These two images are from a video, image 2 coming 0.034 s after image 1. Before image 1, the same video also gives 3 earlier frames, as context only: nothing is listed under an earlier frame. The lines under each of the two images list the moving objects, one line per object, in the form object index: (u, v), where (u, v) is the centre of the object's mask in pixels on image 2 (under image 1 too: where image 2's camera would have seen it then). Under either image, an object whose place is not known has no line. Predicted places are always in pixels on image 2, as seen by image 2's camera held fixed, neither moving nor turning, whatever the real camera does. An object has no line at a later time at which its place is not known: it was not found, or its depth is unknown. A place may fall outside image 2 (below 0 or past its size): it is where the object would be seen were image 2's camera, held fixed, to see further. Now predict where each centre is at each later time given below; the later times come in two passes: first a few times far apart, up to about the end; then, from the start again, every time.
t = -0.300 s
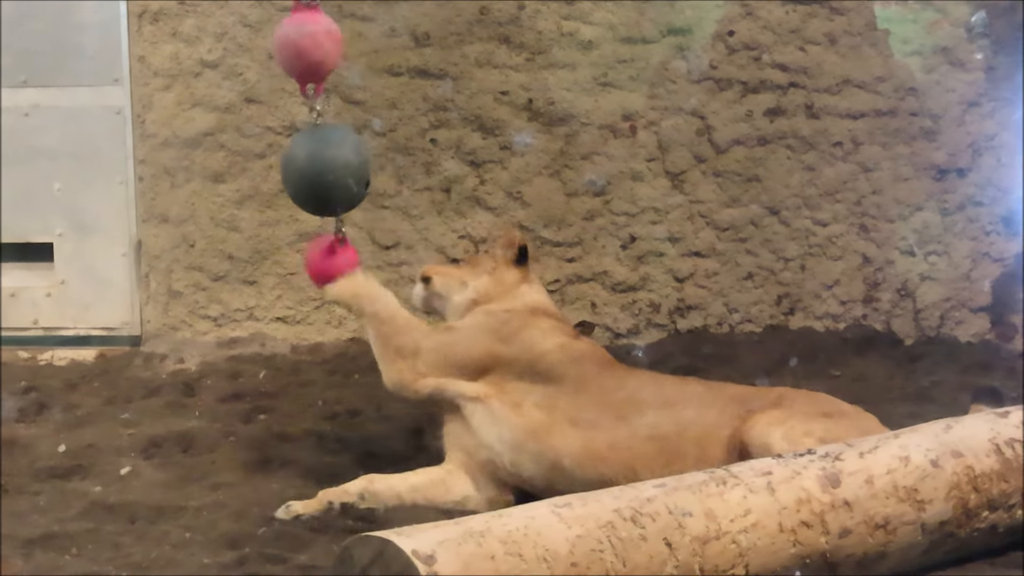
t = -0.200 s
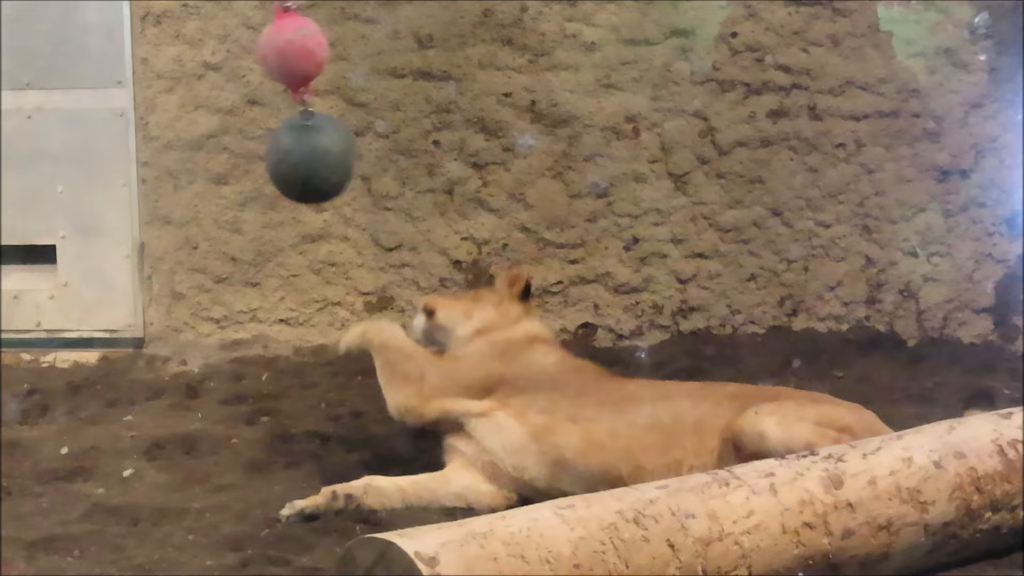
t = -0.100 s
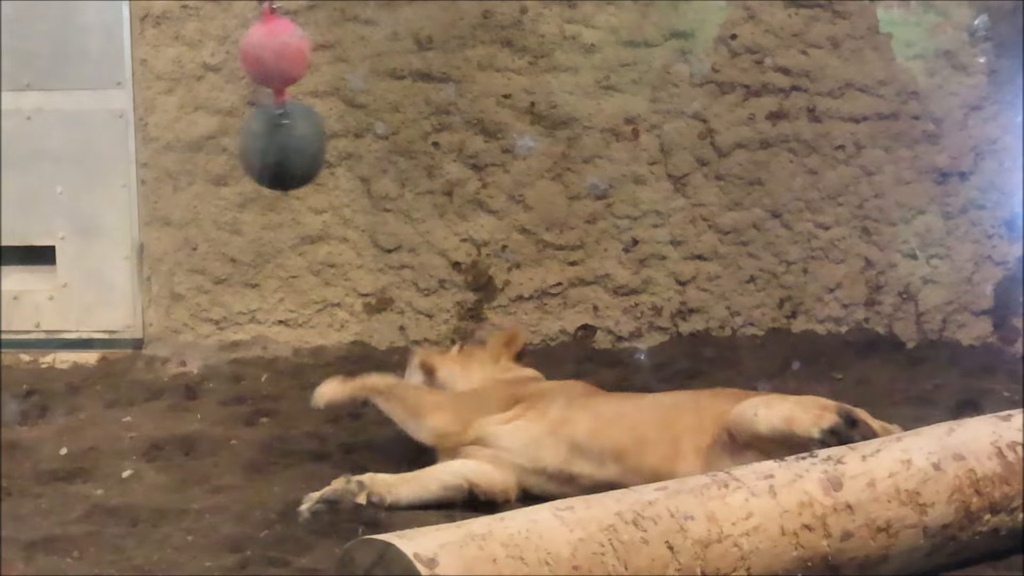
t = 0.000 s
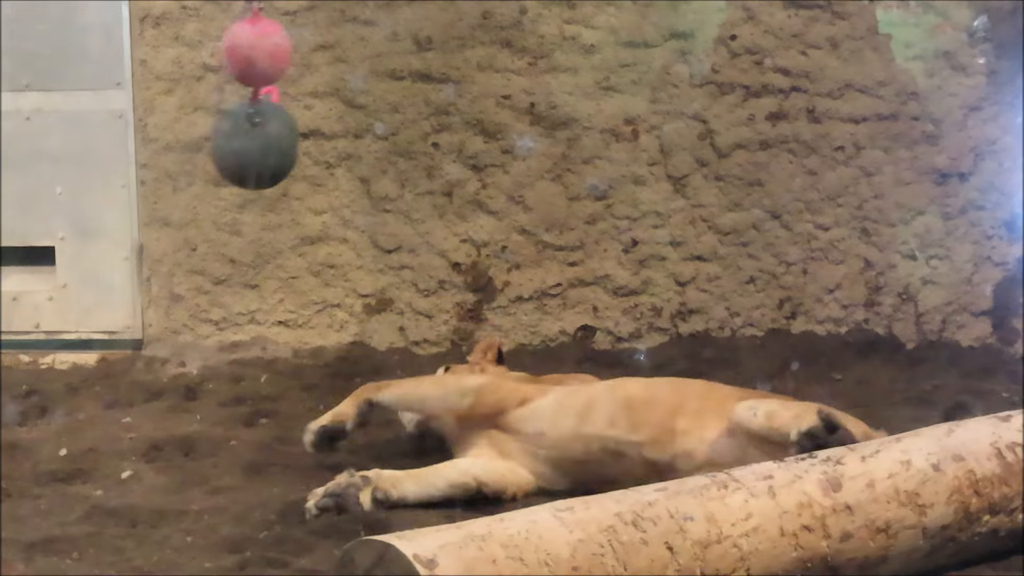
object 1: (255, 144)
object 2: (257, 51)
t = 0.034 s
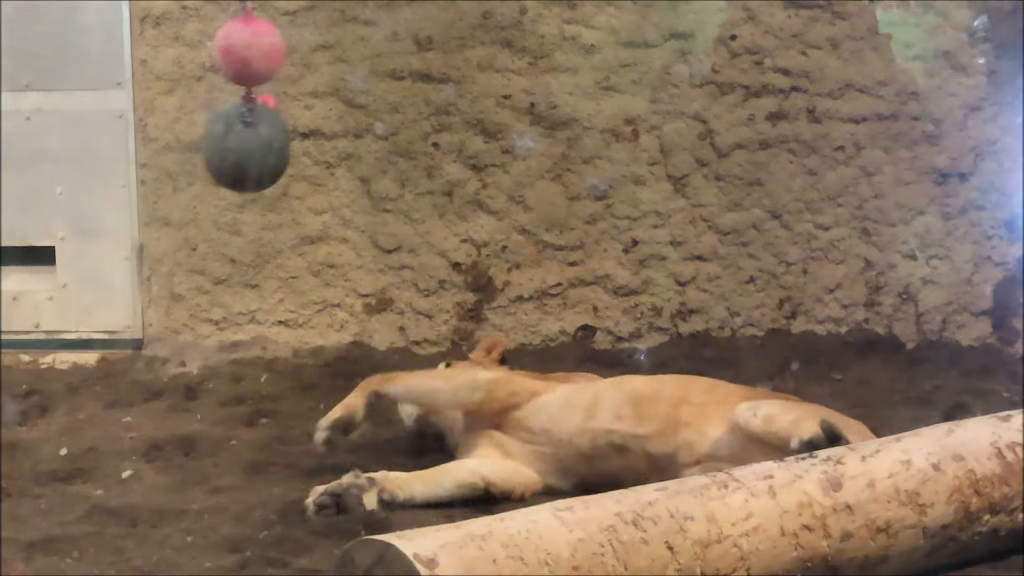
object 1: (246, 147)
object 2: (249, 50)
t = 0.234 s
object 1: (204, 170)
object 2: (197, 48)
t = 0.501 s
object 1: (145, 174)
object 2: (150, 51)
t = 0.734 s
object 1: (110, 202)
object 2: (123, 64)
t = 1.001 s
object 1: (111, 199)
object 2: (119, 61)
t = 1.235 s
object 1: (136, 207)
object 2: (142, 54)
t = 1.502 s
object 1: (207, 187)
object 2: (206, 54)
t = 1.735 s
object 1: (275, 199)
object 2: (260, 55)
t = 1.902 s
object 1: (315, 204)
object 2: (303, 53)
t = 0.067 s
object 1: (238, 150)
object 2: (241, 49)
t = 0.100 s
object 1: (231, 155)
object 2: (232, 48)
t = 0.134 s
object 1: (224, 159)
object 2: (223, 47)
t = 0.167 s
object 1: (217, 162)
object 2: (215, 47)
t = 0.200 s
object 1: (210, 166)
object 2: (206, 47)
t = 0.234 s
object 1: (204, 170)
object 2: (197, 48)
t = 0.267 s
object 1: (197, 172)
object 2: (188, 49)
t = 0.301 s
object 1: (191, 173)
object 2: (180, 49)
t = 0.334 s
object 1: (184, 174)
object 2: (174, 48)
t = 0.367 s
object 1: (177, 175)
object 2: (169, 48)
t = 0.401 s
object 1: (169, 175)
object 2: (165, 48)
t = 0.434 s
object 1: (161, 174)
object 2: (160, 48)
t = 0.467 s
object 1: (153, 173)
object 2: (155, 49)
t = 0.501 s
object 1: (145, 174)
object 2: (150, 51)
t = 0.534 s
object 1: (138, 176)
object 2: (144, 53)
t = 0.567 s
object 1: (132, 179)
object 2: (139, 54)
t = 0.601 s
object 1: (126, 183)
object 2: (135, 55)
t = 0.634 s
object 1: (120, 188)
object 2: (131, 57)
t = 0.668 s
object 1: (116, 193)
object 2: (128, 59)
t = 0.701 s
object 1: (112, 198)
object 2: (125, 61)
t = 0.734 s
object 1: (110, 202)
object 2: (123, 64)
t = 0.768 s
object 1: (109, 204)
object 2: (121, 65)
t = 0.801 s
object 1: (108, 207)
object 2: (120, 67)
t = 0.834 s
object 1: (108, 206)
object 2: (120, 67)
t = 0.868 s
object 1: (107, 205)
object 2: (120, 66)
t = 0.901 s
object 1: (107, 203)
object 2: (120, 65)
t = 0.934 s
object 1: (108, 201)
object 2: (120, 63)
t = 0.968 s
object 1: (109, 199)
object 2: (119, 62)
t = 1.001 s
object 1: (111, 199)
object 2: (119, 61)
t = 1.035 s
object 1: (113, 200)
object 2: (119, 59)
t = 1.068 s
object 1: (116, 201)
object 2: (120, 57)
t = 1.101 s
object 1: (119, 203)
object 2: (121, 56)
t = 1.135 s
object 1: (122, 204)
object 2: (124, 55)
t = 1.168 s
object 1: (126, 206)
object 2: (129, 54)
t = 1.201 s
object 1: (130, 207)
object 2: (135, 54)
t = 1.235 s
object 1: (136, 207)
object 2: (142, 54)
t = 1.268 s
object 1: (143, 208)
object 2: (150, 55)
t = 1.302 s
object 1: (150, 207)
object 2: (160, 56)
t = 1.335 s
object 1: (160, 206)
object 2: (168, 55)
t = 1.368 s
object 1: (169, 206)
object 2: (176, 53)
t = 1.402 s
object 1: (178, 203)
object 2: (183, 53)
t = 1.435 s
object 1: (189, 198)
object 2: (192, 53)
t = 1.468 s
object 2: (199, 54)
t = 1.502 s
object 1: (207, 187)
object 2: (206, 54)
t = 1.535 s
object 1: (217, 183)
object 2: (212, 53)
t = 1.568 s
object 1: (227, 181)
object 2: (219, 54)
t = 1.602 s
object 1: (236, 181)
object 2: (227, 54)
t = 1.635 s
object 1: (246, 184)
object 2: (235, 54)
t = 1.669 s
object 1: (256, 189)
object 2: (243, 55)
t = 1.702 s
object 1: (265, 194)
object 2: (251, 54)
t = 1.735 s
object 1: (275, 199)
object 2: (260, 55)
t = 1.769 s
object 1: (283, 199)
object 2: (268, 53)
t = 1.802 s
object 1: (292, 202)
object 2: (278, 54)
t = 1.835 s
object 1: (299, 202)
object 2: (286, 52)
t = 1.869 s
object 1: (308, 204)
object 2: (296, 53)
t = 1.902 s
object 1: (315, 204)
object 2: (303, 53)
